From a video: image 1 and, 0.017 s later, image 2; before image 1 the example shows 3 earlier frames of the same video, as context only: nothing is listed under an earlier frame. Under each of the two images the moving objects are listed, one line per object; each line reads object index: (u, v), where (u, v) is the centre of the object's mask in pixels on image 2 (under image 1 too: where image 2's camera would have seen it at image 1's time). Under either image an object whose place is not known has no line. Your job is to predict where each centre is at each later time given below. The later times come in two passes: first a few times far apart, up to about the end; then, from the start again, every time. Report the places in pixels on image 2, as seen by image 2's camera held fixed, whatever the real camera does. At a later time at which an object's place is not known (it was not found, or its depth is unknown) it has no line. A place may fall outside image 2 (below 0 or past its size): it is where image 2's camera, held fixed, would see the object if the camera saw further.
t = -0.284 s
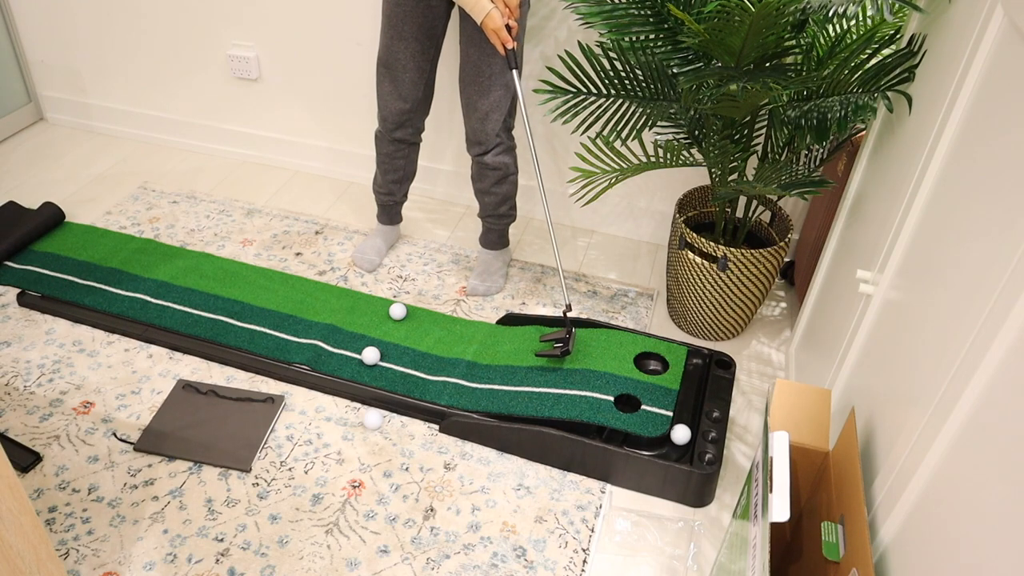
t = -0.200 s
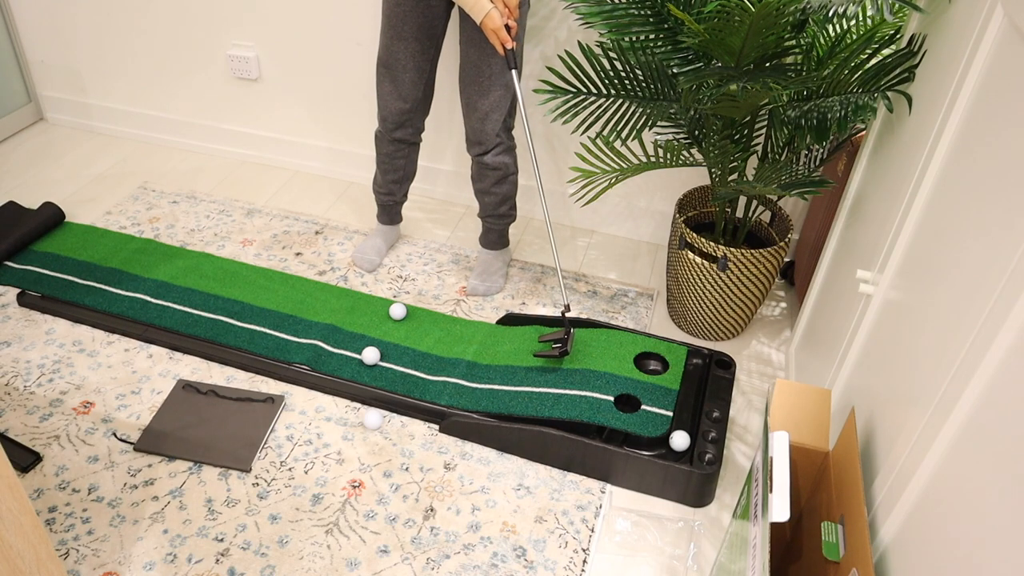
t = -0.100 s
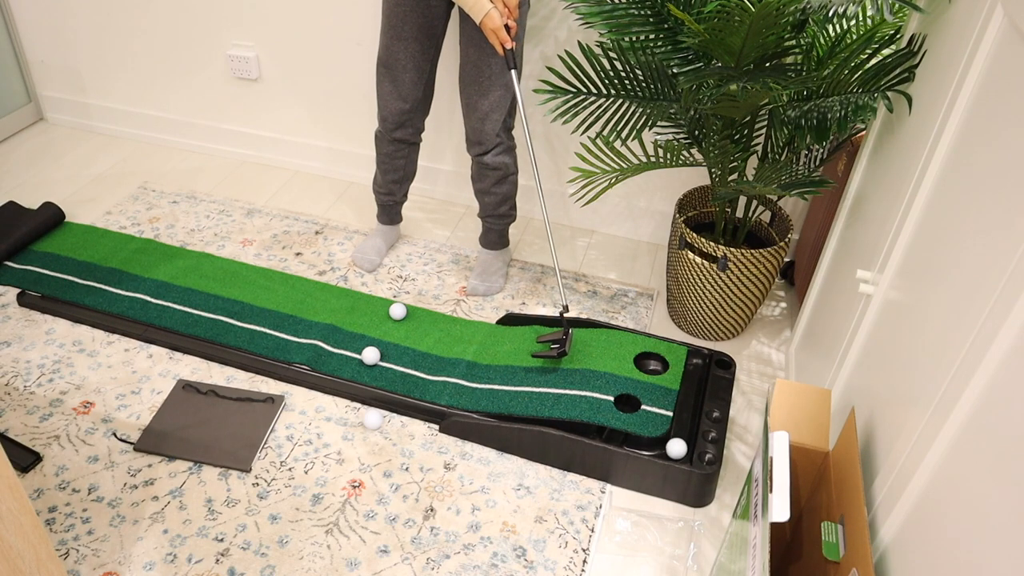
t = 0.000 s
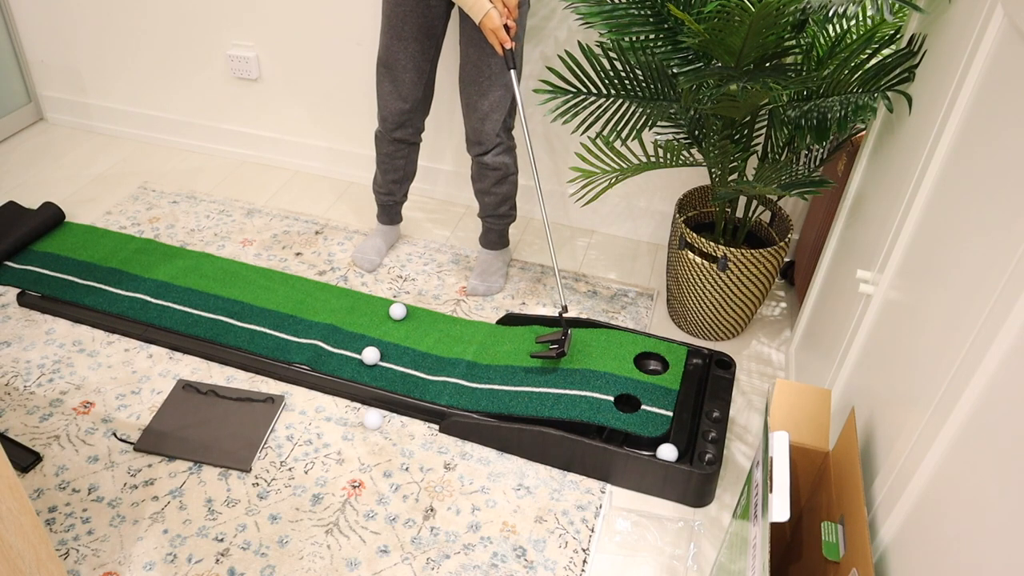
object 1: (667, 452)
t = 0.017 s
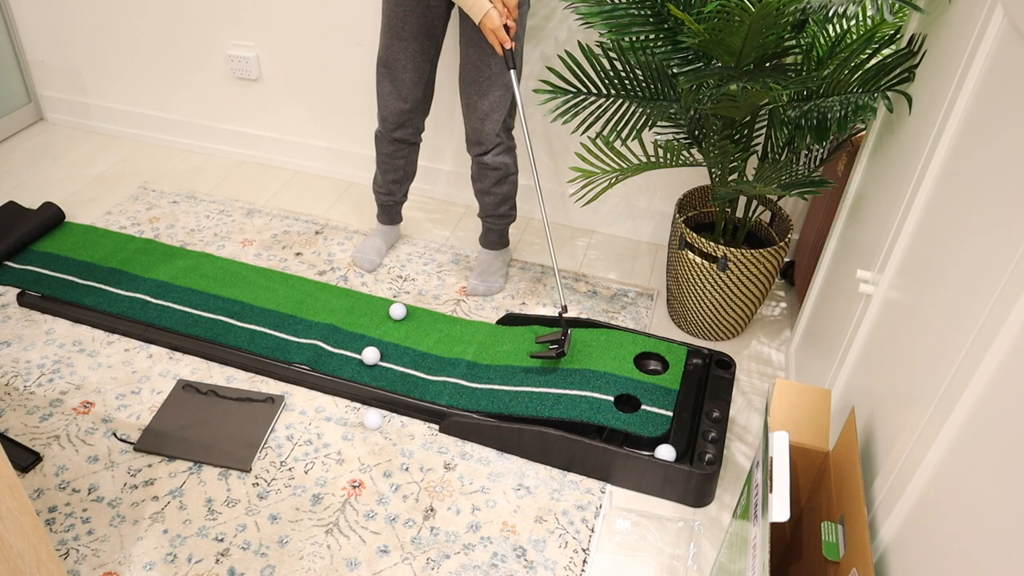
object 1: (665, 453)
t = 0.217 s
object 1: (635, 447)
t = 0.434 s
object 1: (595, 436)
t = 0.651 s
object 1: (569, 430)
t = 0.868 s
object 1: (529, 422)
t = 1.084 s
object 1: (481, 414)
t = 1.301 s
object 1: (427, 405)
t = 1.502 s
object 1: (380, 391)
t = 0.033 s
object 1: (663, 453)
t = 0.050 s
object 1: (661, 453)
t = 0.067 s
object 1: (659, 452)
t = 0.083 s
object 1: (657, 452)
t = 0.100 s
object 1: (654, 451)
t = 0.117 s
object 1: (652, 451)
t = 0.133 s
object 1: (649, 450)
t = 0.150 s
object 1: (646, 450)
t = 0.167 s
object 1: (644, 449)
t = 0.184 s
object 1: (641, 448)
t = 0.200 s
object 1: (638, 447)
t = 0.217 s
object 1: (635, 447)
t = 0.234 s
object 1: (633, 446)
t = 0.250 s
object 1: (630, 445)
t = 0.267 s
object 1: (627, 444)
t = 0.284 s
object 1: (624, 444)
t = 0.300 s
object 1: (621, 443)
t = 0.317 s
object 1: (618, 442)
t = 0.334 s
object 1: (614, 441)
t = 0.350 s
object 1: (611, 440)
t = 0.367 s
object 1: (608, 439)
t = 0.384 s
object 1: (604, 438)
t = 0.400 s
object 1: (601, 437)
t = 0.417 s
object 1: (598, 437)
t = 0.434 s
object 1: (595, 436)
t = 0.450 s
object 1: (593, 437)
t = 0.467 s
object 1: (592, 436)
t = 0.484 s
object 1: (590, 436)
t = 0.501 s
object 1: (588, 435)
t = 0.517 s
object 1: (586, 435)
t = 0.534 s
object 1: (584, 434)
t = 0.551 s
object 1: (582, 434)
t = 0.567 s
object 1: (580, 433)
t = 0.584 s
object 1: (578, 433)
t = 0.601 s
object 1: (576, 432)
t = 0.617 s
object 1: (573, 431)
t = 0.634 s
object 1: (571, 431)
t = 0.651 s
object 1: (569, 430)
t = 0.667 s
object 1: (566, 429)
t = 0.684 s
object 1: (563, 429)
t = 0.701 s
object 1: (561, 428)
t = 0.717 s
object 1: (558, 428)
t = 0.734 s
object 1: (555, 427)
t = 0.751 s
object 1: (552, 426)
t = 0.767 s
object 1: (548, 426)
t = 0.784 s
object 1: (545, 425)
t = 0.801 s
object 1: (542, 424)
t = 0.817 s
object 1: (539, 424)
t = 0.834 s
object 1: (536, 423)
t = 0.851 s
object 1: (532, 423)
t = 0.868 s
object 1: (529, 422)
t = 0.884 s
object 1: (525, 422)
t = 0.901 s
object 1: (522, 421)
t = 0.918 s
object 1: (518, 420)
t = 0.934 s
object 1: (515, 420)
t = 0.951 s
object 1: (511, 419)
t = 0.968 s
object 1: (508, 419)
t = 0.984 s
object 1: (504, 418)
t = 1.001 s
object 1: (500, 417)
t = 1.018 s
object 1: (496, 417)
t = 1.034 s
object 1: (492, 416)
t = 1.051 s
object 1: (489, 415)
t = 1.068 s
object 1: (485, 415)
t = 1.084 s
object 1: (481, 414)
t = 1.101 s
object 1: (477, 413)
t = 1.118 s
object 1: (473, 413)
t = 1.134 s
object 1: (469, 412)
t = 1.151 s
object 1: (465, 411)
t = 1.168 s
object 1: (460, 411)
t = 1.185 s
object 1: (456, 410)
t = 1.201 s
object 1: (452, 410)
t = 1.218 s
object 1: (447, 410)
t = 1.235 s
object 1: (443, 409)
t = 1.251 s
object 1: (439, 409)
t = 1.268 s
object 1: (435, 408)
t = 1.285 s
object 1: (431, 407)
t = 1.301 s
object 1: (427, 405)
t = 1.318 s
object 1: (423, 404)
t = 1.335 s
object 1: (419, 403)
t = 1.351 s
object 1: (415, 402)
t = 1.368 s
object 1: (411, 400)
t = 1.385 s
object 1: (407, 399)
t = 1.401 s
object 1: (403, 398)
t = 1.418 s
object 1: (400, 396)
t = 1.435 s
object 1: (396, 395)
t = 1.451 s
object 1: (392, 394)
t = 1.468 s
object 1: (388, 393)
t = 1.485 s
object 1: (384, 392)
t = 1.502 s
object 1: (380, 391)
